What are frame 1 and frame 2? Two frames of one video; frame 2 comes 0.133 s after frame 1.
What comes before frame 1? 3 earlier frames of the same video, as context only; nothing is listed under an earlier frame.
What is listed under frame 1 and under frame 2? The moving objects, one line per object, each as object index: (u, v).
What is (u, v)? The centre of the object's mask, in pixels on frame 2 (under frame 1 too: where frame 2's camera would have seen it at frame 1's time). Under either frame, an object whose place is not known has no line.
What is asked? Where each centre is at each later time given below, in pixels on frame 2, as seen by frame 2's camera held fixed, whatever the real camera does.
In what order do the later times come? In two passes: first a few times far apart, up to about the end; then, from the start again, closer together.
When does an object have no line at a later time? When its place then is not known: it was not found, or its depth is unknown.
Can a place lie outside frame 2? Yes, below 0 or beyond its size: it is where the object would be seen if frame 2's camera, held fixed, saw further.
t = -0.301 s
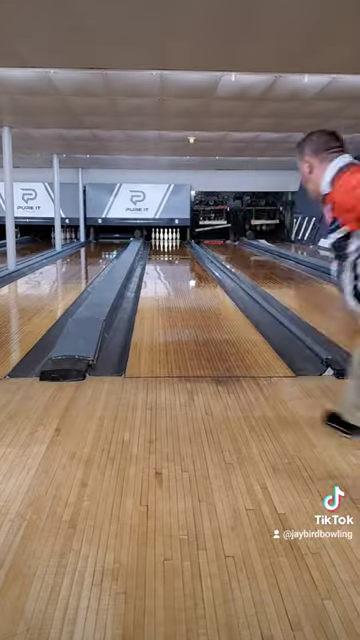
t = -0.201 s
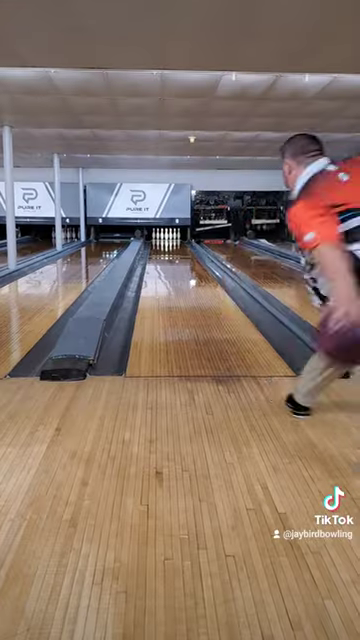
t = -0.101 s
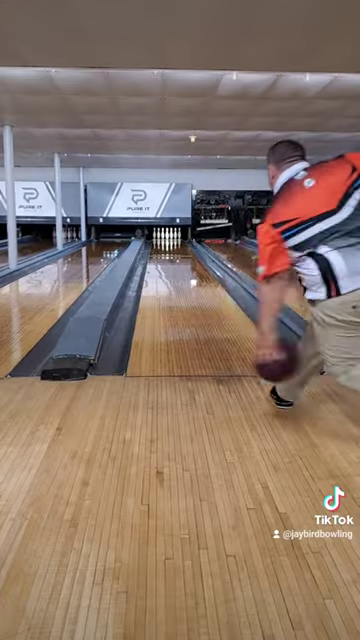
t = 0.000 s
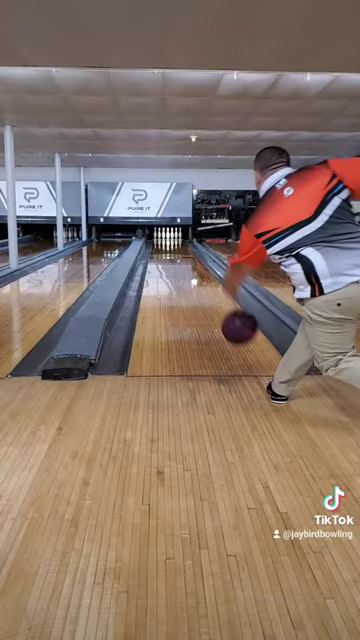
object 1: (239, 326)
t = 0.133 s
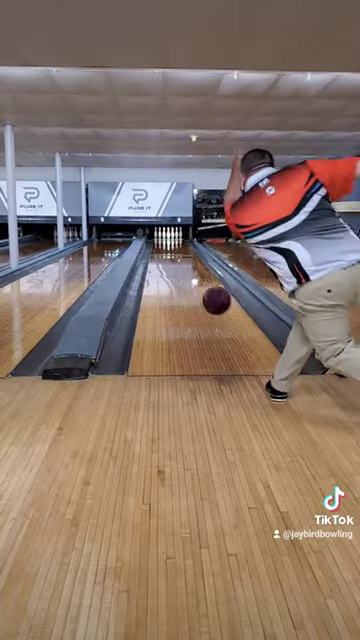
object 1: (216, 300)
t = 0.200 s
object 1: (208, 299)
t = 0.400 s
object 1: (190, 292)
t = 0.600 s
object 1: (180, 279)
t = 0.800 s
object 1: (173, 269)
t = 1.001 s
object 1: (167, 261)
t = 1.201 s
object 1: (163, 254)
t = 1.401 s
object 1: (161, 250)
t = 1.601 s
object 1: (159, 249)
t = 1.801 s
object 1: (157, 244)
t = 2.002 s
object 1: (158, 242)
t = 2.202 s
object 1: (157, 242)
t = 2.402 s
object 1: (161, 240)
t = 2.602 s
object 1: (164, 239)
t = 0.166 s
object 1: (212, 299)
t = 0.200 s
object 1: (208, 299)
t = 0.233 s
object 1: (204, 300)
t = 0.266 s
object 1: (201, 302)
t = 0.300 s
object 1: (198, 305)
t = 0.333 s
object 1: (195, 299)
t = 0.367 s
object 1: (193, 295)
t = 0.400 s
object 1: (190, 292)
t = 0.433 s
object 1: (188, 290)
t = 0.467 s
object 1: (186, 288)
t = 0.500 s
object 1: (185, 285)
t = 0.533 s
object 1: (183, 283)
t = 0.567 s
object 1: (181, 281)
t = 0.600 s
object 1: (180, 279)
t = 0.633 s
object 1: (178, 277)
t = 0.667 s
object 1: (177, 275)
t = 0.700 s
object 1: (176, 273)
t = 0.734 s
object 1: (175, 272)
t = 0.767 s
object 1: (173, 270)
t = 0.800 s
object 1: (173, 269)
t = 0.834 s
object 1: (172, 267)
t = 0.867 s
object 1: (171, 266)
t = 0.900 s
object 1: (170, 264)
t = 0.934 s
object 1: (169, 263)
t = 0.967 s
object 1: (168, 263)
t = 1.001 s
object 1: (167, 261)
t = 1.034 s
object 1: (167, 260)
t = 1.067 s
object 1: (166, 260)
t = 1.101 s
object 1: (166, 259)
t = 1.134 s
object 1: (165, 258)
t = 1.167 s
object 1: (165, 257)
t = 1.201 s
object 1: (163, 254)
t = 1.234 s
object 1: (162, 254)
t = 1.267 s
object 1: (163, 254)
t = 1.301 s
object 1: (162, 253)
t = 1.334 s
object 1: (161, 252)
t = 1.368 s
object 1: (161, 251)
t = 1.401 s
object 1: (161, 250)
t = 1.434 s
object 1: (161, 250)
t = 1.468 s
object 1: (161, 249)
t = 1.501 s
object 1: (161, 249)
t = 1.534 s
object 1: (160, 249)
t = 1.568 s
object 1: (159, 249)
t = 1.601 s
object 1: (159, 249)
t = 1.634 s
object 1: (158, 247)
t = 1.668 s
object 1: (158, 246)
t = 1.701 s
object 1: (158, 246)
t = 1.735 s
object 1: (158, 245)
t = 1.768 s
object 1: (157, 244)
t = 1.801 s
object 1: (157, 244)
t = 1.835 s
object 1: (157, 243)
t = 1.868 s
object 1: (157, 243)
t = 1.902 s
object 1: (157, 243)
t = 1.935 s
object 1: (158, 242)
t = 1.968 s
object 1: (157, 242)
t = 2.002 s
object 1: (158, 242)
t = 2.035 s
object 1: (158, 242)
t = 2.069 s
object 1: (157, 242)
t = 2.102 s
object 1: (157, 242)
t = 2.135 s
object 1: (157, 242)
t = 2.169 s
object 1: (157, 242)
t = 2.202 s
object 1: (157, 242)
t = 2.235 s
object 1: (157, 242)
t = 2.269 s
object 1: (158, 241)
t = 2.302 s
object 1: (158, 241)
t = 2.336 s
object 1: (158, 241)
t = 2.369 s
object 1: (159, 241)
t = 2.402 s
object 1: (161, 240)
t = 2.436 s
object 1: (162, 240)
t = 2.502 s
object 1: (163, 239)
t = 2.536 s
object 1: (164, 239)
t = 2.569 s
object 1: (164, 239)
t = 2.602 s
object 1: (164, 239)
